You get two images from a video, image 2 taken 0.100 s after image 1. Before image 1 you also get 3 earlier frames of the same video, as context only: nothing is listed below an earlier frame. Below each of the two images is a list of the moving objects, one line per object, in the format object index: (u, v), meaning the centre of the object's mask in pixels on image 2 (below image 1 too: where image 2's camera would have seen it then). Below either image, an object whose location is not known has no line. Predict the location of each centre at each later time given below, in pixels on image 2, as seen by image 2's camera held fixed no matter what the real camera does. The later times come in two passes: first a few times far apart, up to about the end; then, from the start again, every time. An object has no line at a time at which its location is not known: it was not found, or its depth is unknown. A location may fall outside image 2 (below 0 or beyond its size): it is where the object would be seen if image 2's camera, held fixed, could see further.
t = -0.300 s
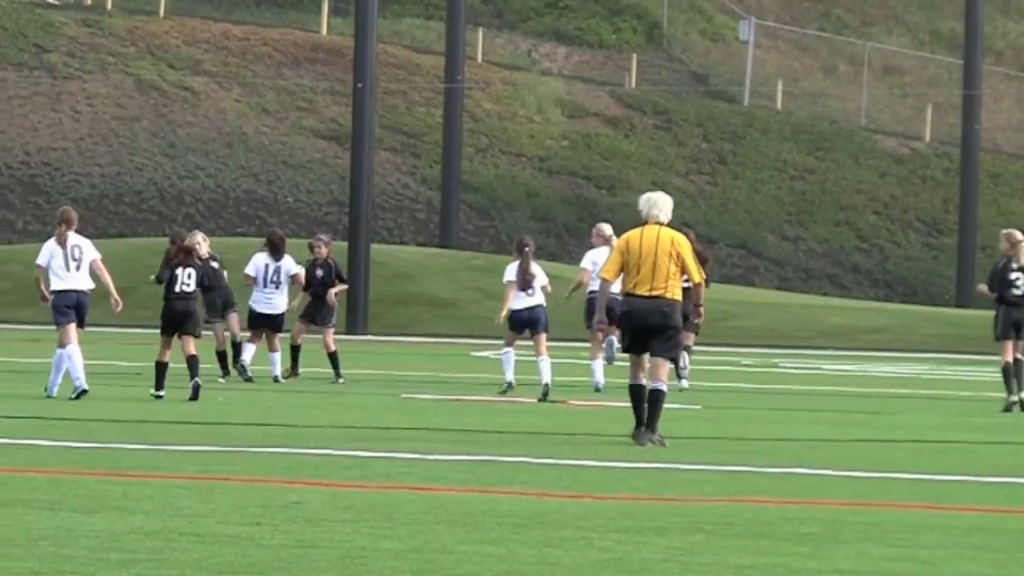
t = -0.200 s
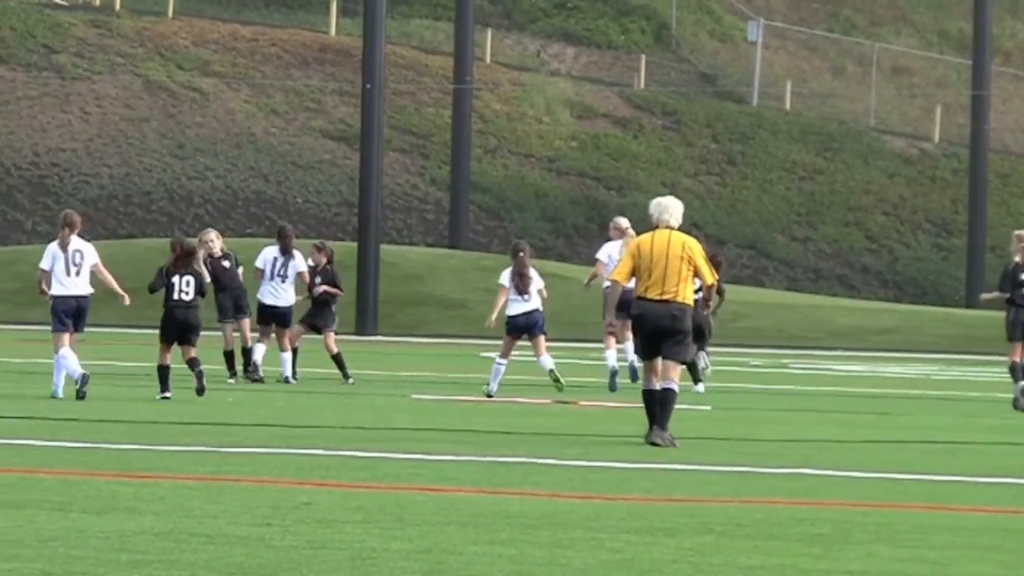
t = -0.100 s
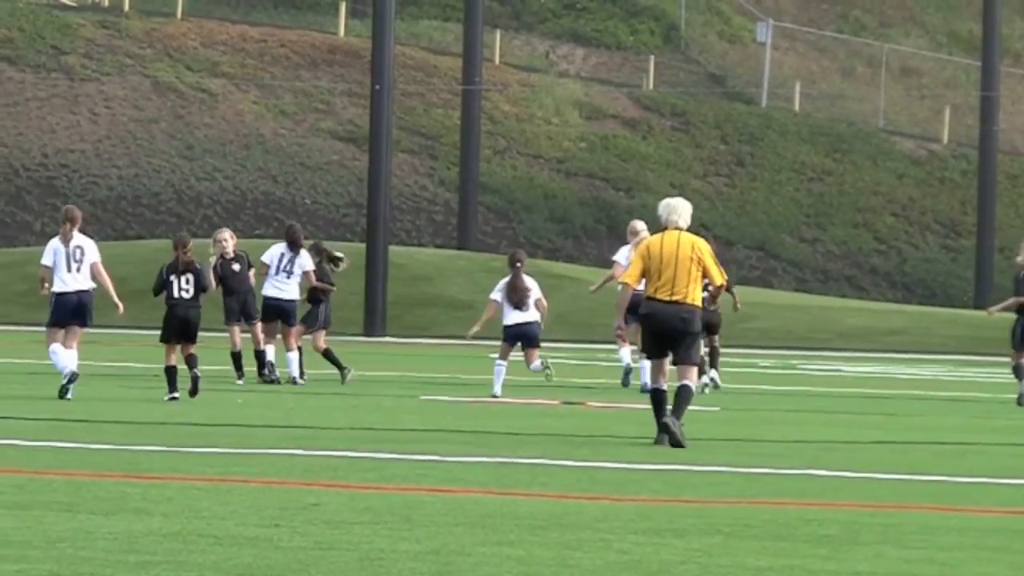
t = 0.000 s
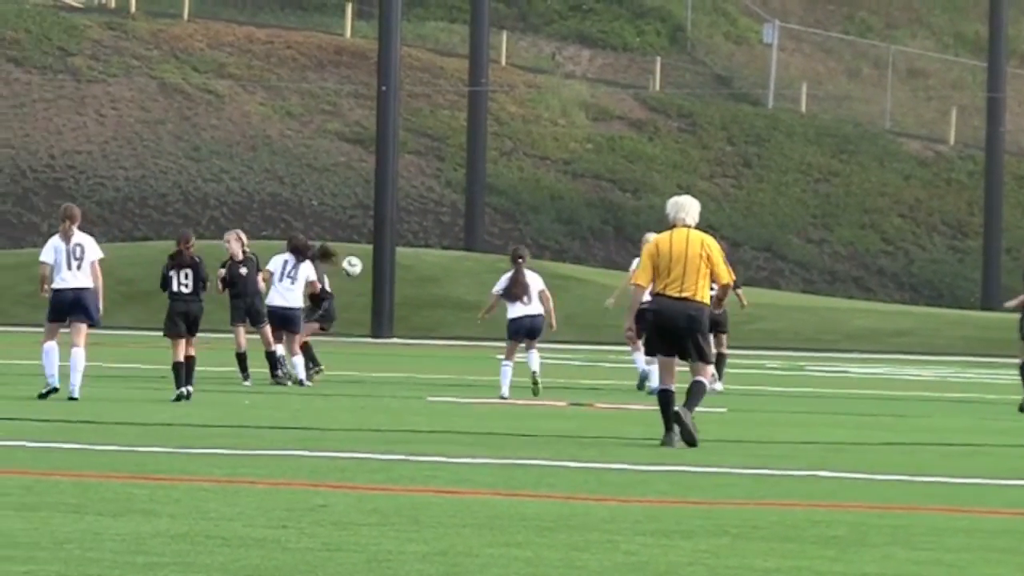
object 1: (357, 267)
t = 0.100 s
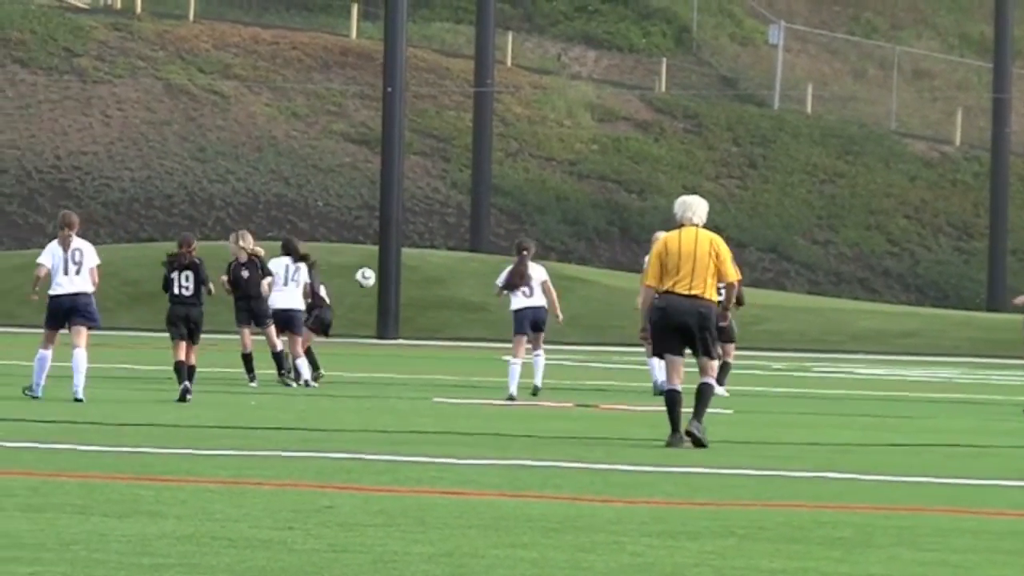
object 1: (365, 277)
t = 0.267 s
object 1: (376, 309)
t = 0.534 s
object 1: (389, 351)
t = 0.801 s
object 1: (395, 327)
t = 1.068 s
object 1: (399, 363)
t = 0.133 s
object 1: (368, 282)
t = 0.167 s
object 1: (370, 287)
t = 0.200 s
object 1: (372, 294)
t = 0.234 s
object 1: (374, 301)
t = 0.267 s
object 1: (376, 309)
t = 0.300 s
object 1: (379, 317)
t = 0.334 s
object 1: (380, 327)
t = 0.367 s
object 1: (382, 335)
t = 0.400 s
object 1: (384, 347)
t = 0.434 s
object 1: (385, 358)
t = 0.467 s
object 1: (387, 367)
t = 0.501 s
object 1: (388, 359)
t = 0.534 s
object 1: (389, 351)
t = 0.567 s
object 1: (390, 345)
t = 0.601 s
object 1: (391, 339)
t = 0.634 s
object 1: (391, 335)
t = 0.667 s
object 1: (392, 331)
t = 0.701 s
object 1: (393, 329)
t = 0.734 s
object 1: (393, 327)
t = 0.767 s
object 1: (394, 327)
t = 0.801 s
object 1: (395, 327)
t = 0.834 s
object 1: (395, 328)
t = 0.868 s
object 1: (396, 330)
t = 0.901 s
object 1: (397, 334)
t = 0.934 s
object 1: (397, 337)
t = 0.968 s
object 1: (397, 342)
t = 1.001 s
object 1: (398, 348)
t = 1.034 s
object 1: (398, 355)
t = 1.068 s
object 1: (399, 363)
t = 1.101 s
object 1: (399, 361)
